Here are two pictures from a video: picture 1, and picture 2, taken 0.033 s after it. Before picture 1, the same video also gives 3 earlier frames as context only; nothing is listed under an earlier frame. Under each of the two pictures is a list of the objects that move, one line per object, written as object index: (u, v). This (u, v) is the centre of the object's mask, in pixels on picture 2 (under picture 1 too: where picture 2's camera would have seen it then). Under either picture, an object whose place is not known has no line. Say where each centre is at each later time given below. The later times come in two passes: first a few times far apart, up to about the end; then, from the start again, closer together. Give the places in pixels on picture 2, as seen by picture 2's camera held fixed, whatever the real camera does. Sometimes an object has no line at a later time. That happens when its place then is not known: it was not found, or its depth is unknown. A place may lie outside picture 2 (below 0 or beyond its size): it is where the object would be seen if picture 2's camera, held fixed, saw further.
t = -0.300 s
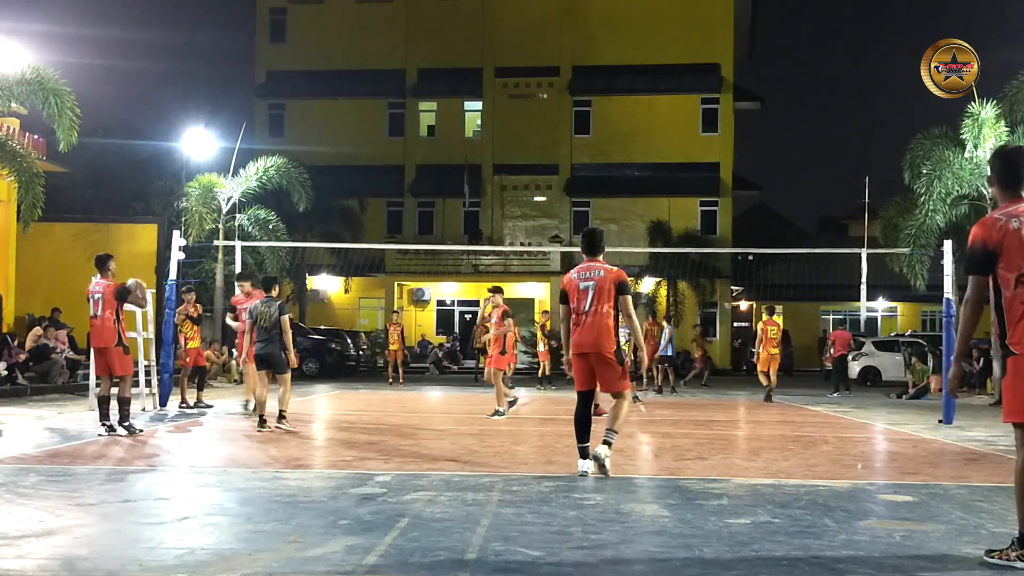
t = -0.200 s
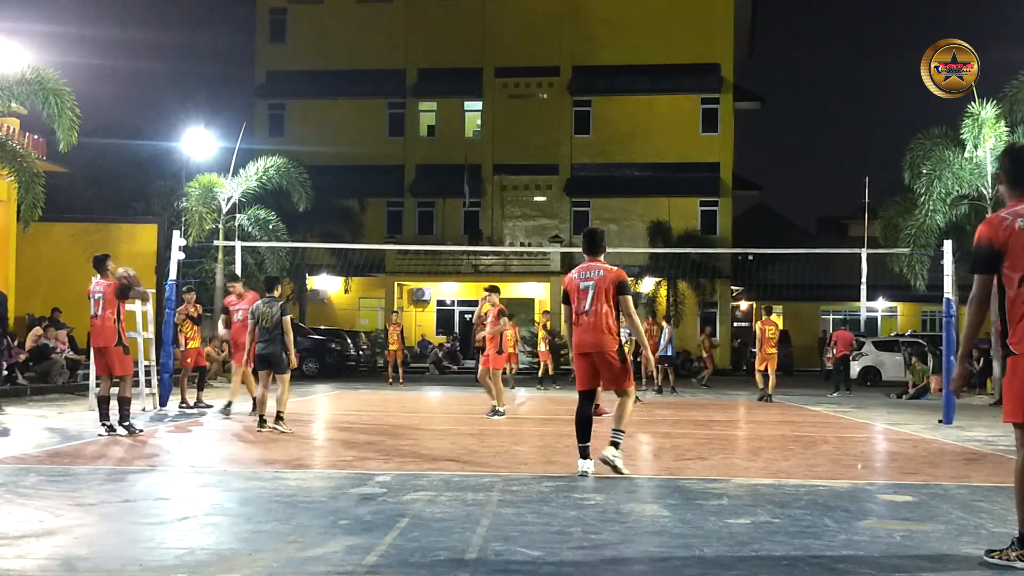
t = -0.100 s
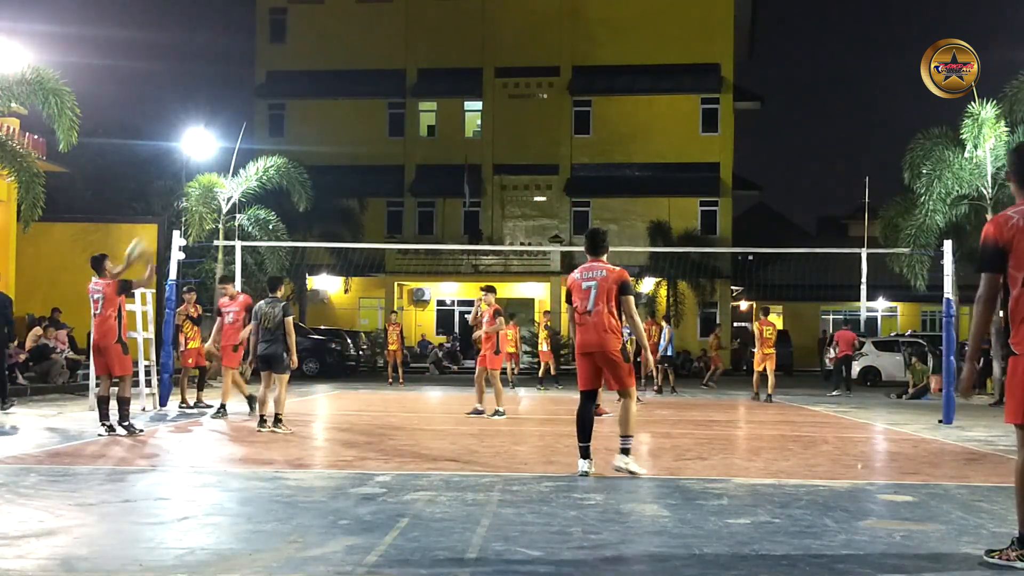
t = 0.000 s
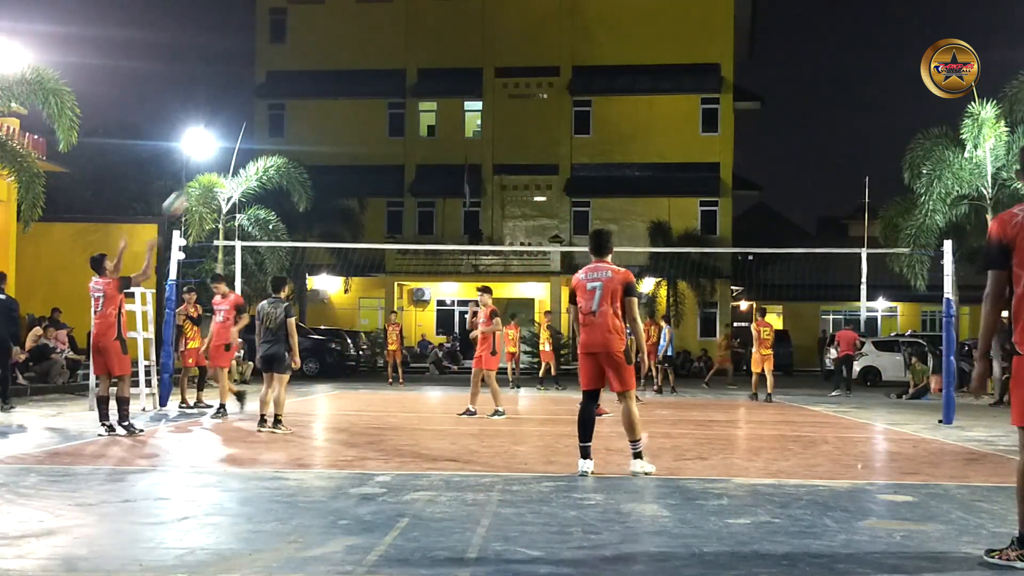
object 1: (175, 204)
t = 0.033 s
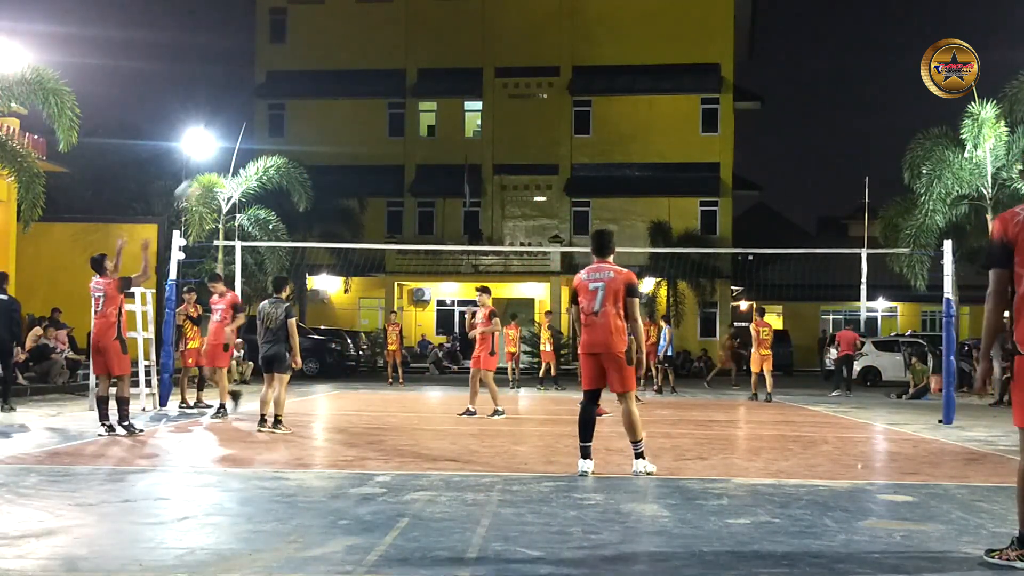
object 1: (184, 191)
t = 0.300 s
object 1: (277, 129)
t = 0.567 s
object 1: (350, 135)
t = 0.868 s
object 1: (419, 199)
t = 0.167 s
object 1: (235, 151)
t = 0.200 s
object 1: (246, 144)
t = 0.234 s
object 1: (256, 138)
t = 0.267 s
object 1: (266, 134)
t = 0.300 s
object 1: (277, 129)
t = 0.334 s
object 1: (286, 128)
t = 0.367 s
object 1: (296, 126)
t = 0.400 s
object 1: (305, 125)
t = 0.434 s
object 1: (315, 125)
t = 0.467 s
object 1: (324, 126)
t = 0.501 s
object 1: (333, 128)
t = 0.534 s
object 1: (341, 131)
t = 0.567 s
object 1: (350, 135)
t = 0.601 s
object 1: (359, 139)
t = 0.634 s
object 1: (367, 144)
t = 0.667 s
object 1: (374, 149)
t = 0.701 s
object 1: (382, 156)
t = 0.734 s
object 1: (390, 163)
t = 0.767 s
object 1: (397, 171)
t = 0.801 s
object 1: (405, 180)
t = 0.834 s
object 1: (412, 189)
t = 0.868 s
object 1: (419, 199)
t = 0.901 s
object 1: (426, 210)
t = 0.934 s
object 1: (433, 221)
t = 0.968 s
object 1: (439, 232)
